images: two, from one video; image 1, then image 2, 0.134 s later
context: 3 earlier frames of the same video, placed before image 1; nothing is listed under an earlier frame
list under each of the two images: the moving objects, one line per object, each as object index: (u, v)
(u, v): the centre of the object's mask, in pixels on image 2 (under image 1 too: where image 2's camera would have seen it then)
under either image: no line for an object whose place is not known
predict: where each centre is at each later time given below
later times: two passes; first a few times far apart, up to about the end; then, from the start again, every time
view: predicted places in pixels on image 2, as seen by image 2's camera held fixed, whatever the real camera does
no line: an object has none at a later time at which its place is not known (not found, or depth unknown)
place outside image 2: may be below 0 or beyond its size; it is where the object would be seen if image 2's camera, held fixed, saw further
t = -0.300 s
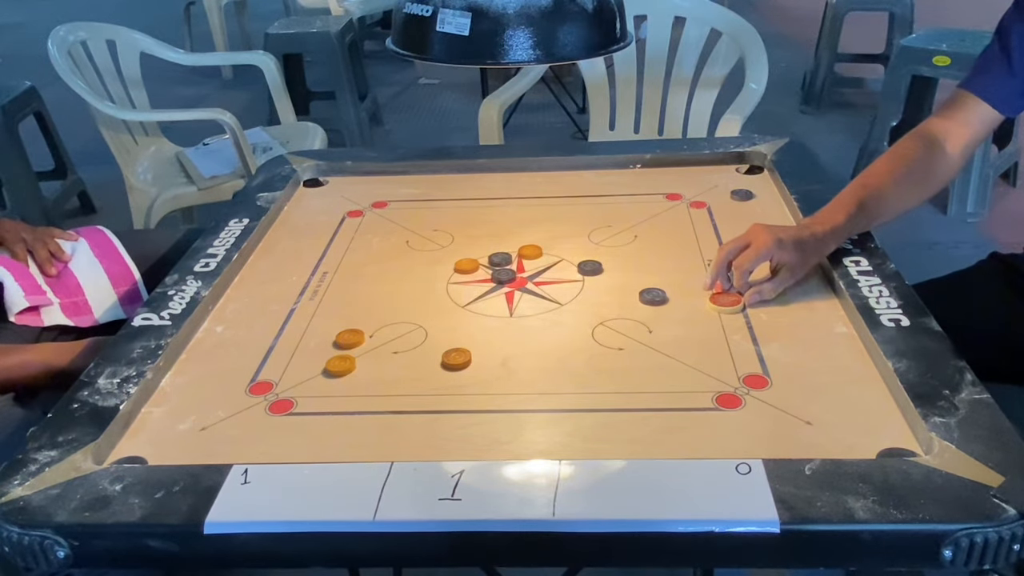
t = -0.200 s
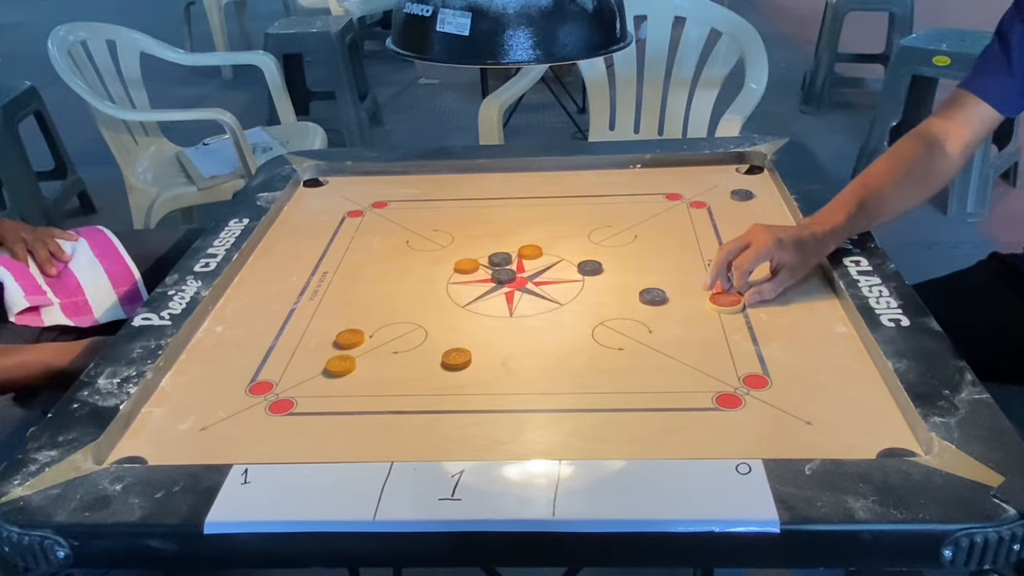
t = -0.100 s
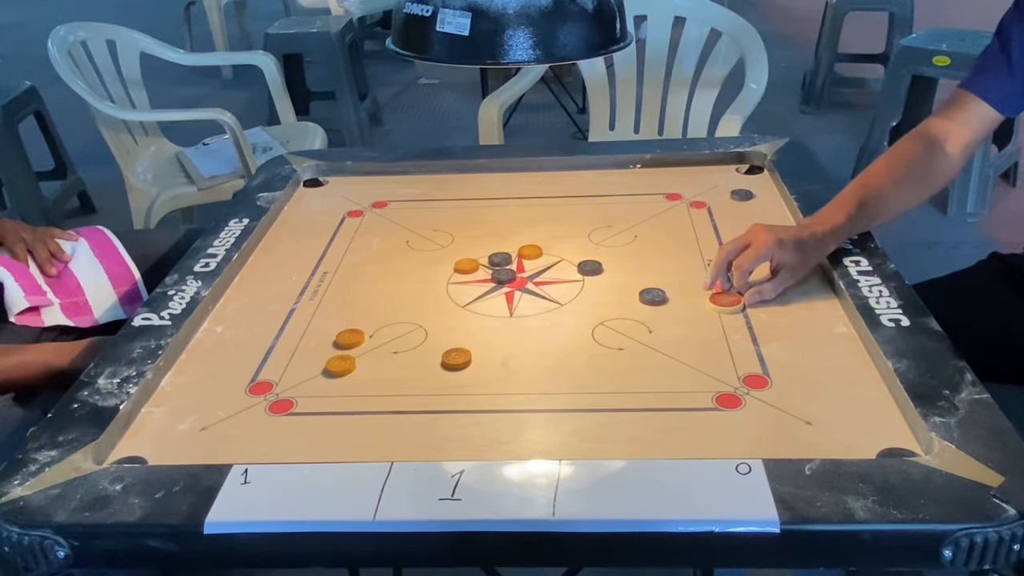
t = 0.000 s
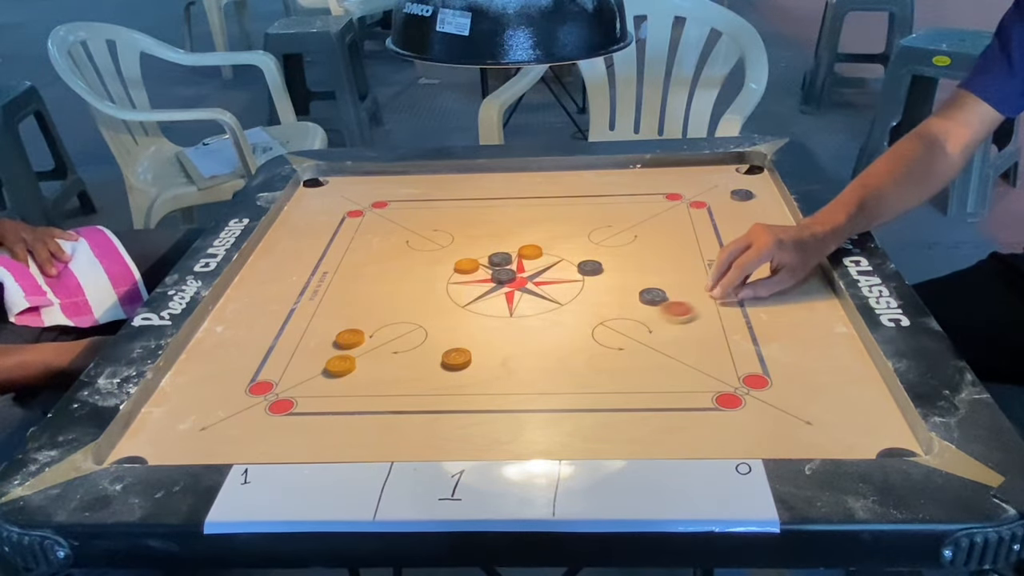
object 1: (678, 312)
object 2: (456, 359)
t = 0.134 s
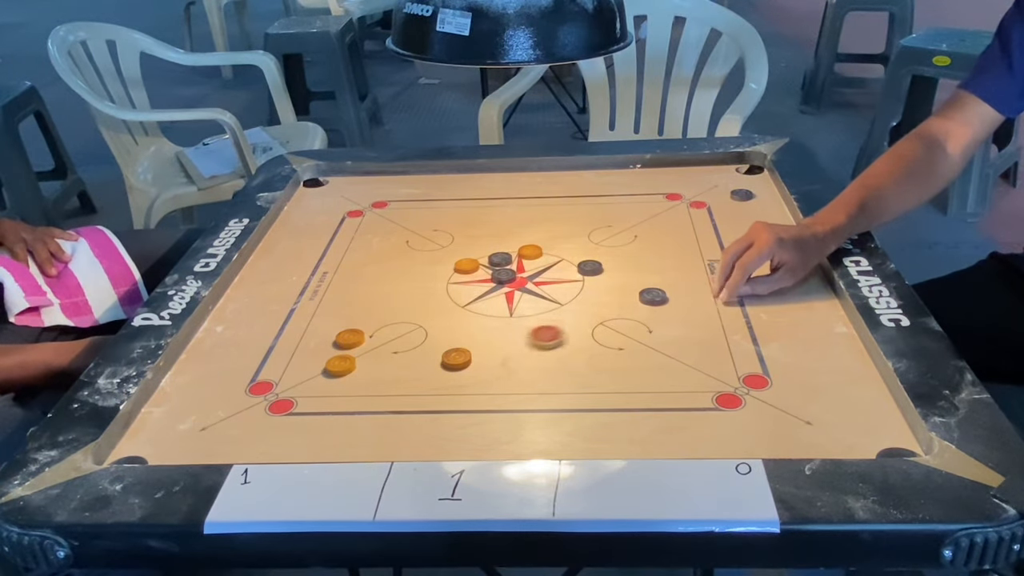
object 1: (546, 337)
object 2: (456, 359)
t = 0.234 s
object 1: (471, 350)
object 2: (419, 370)
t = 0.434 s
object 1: (414, 359)
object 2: (210, 433)
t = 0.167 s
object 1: (516, 343)
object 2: (456, 359)
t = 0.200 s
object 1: (487, 348)
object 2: (455, 359)
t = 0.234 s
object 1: (471, 350)
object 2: (419, 370)
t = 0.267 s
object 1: (457, 352)
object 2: (384, 381)
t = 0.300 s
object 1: (445, 353)
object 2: (349, 392)
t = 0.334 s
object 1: (434, 355)
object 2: (312, 402)
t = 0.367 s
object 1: (426, 357)
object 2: (278, 413)
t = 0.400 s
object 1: (419, 358)
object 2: (243, 424)
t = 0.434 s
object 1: (414, 359)
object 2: (210, 433)
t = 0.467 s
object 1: (411, 359)
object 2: (177, 443)
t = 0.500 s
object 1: (409, 360)
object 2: (148, 451)
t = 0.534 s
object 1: (409, 360)
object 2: (123, 457)
